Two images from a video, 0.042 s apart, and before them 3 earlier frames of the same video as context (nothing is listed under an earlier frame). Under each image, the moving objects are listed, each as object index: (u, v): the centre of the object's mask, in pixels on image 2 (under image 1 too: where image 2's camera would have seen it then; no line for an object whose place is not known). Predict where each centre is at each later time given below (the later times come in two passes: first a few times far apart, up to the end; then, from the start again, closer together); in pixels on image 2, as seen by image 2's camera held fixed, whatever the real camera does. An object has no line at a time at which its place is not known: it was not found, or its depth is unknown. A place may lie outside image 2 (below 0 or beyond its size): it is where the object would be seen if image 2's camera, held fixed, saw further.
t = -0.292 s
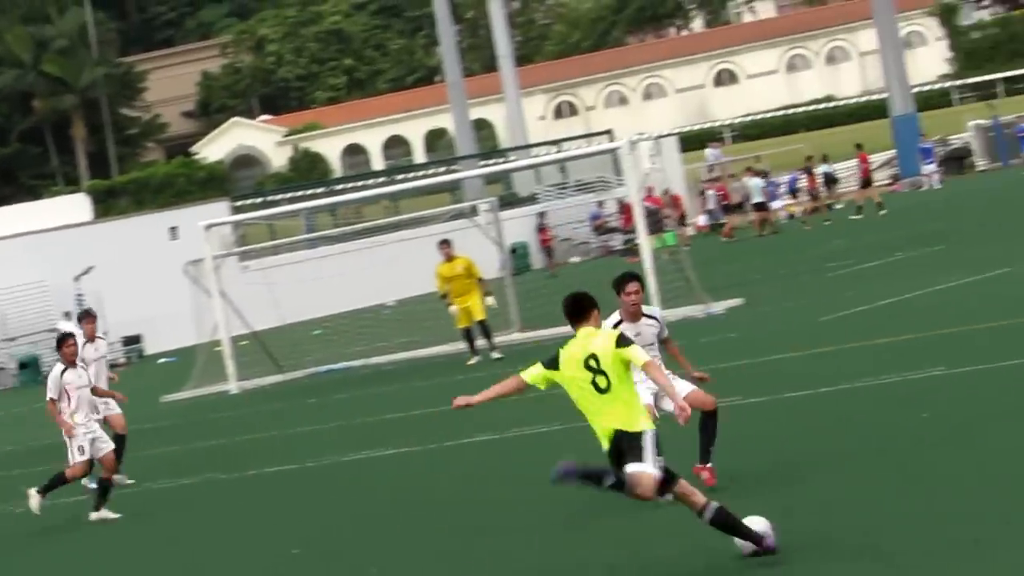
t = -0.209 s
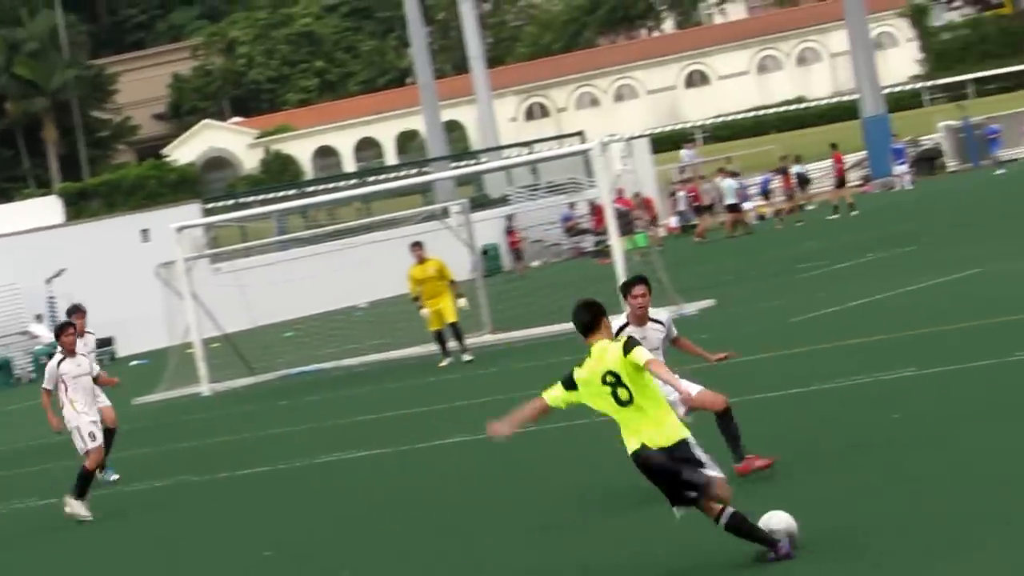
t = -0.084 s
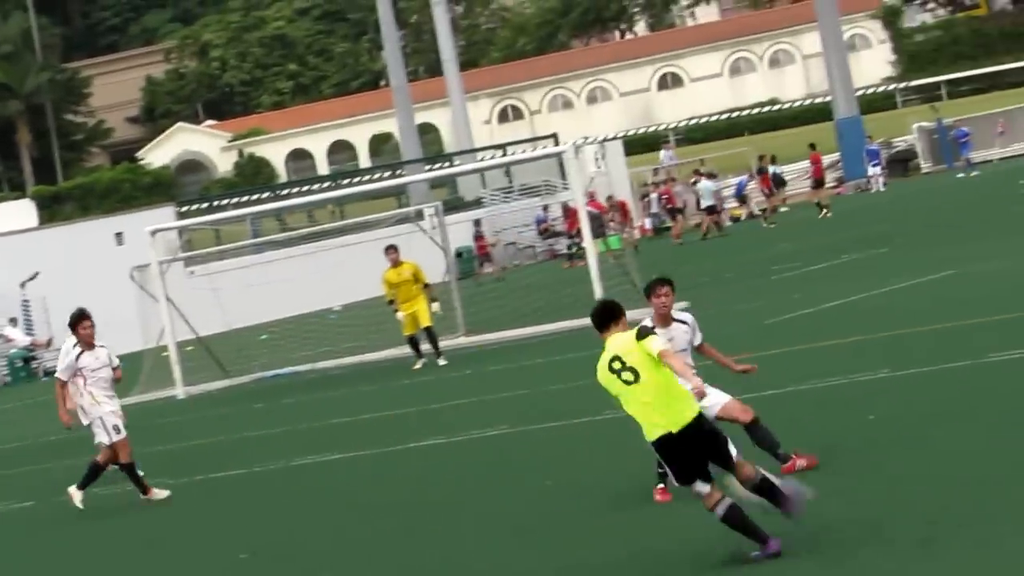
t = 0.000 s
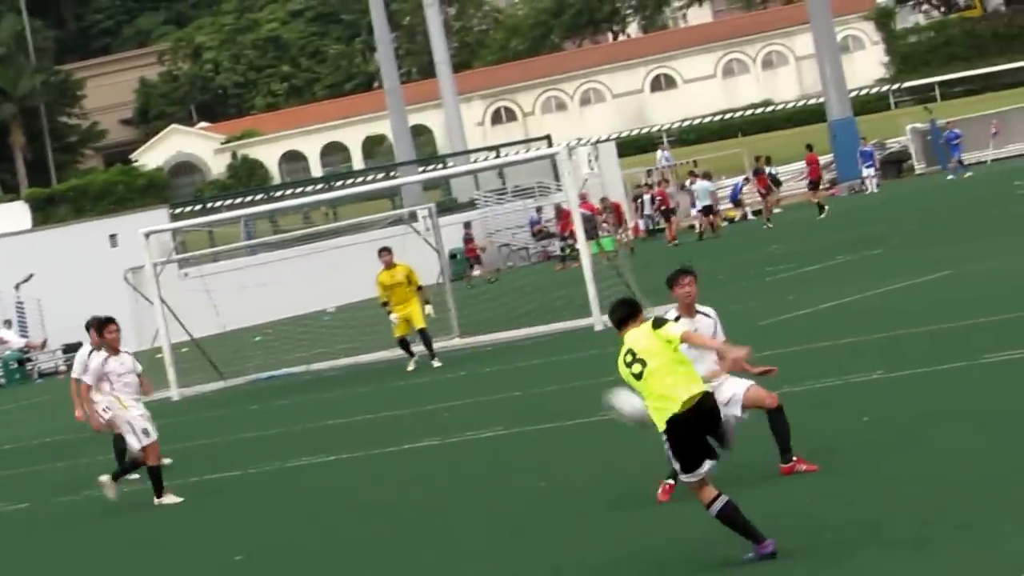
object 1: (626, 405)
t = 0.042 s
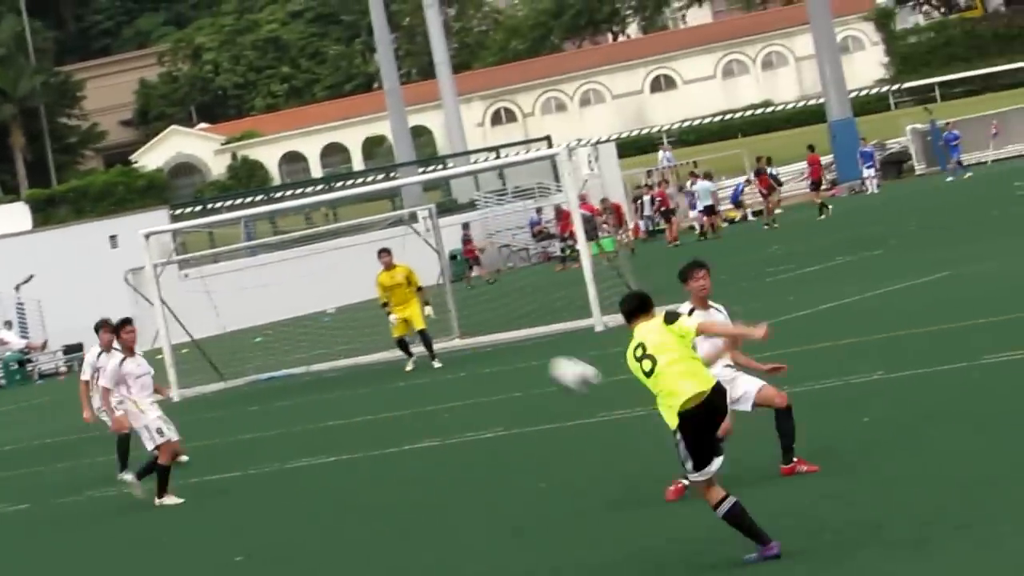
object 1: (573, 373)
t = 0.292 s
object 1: (299, 258)
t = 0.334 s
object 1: (258, 248)
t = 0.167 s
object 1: (427, 301)
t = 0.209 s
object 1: (380, 282)
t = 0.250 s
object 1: (338, 271)
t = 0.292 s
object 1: (299, 258)
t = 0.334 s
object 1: (258, 248)
